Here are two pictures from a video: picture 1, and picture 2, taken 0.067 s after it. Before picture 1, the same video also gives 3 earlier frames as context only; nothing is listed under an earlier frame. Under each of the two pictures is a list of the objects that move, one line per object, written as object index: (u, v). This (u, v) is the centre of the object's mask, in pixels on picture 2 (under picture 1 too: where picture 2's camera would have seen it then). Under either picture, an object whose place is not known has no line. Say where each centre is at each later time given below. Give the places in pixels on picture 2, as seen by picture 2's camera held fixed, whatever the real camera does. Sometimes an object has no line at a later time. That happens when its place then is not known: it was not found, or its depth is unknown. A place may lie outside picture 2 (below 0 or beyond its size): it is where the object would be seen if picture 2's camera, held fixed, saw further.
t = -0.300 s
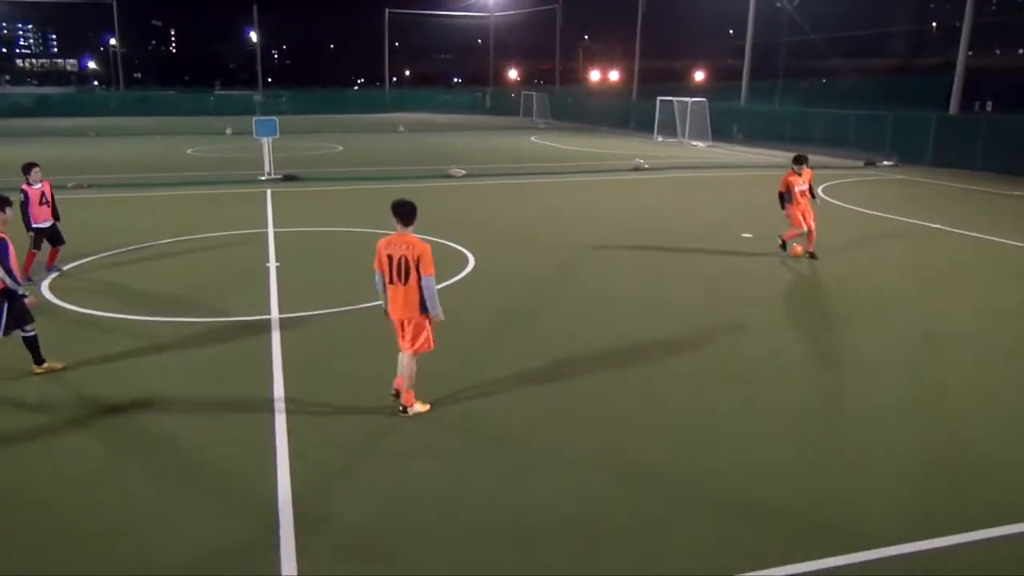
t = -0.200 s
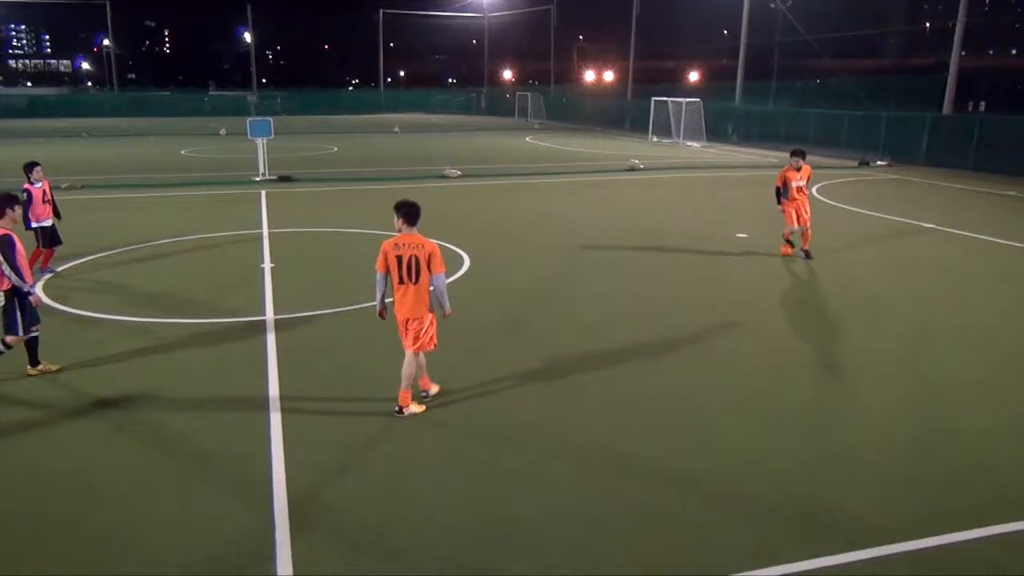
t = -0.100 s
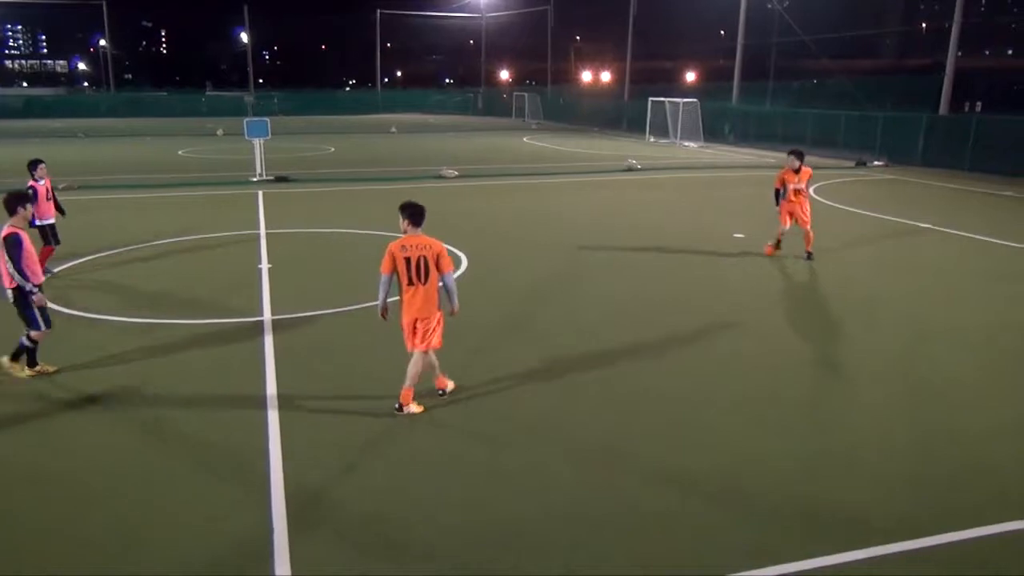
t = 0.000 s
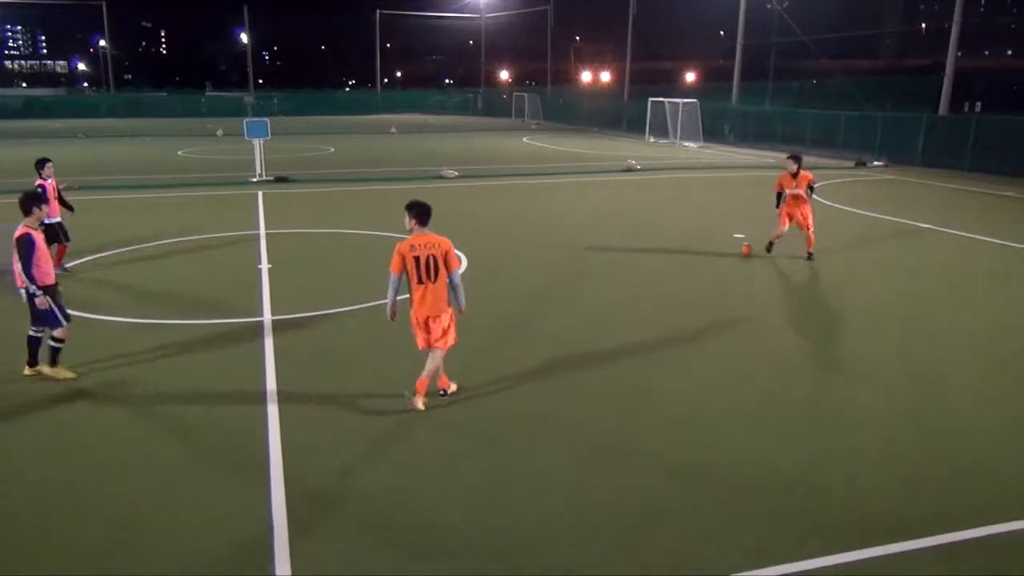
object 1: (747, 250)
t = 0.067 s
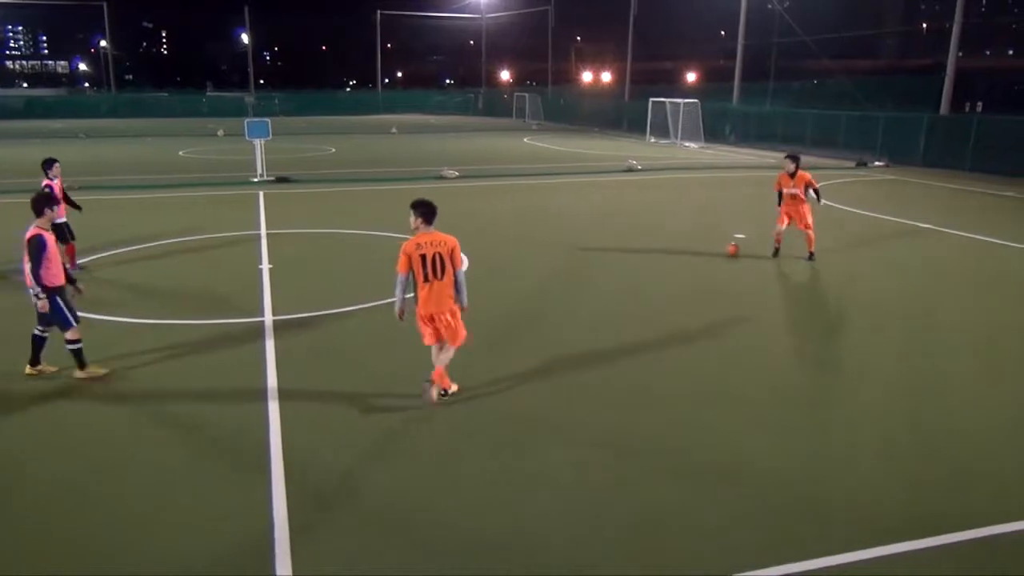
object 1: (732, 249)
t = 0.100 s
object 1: (725, 249)
